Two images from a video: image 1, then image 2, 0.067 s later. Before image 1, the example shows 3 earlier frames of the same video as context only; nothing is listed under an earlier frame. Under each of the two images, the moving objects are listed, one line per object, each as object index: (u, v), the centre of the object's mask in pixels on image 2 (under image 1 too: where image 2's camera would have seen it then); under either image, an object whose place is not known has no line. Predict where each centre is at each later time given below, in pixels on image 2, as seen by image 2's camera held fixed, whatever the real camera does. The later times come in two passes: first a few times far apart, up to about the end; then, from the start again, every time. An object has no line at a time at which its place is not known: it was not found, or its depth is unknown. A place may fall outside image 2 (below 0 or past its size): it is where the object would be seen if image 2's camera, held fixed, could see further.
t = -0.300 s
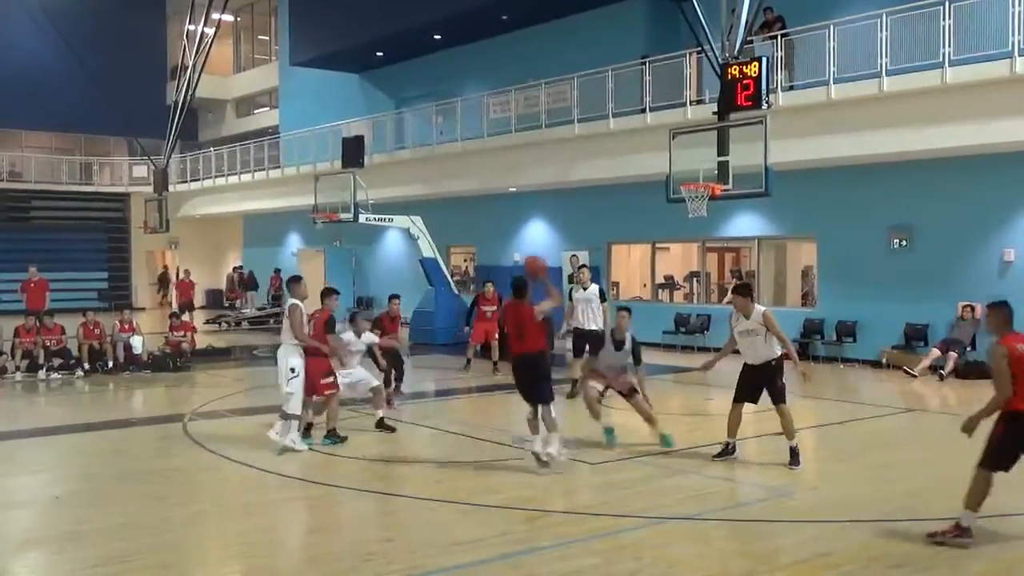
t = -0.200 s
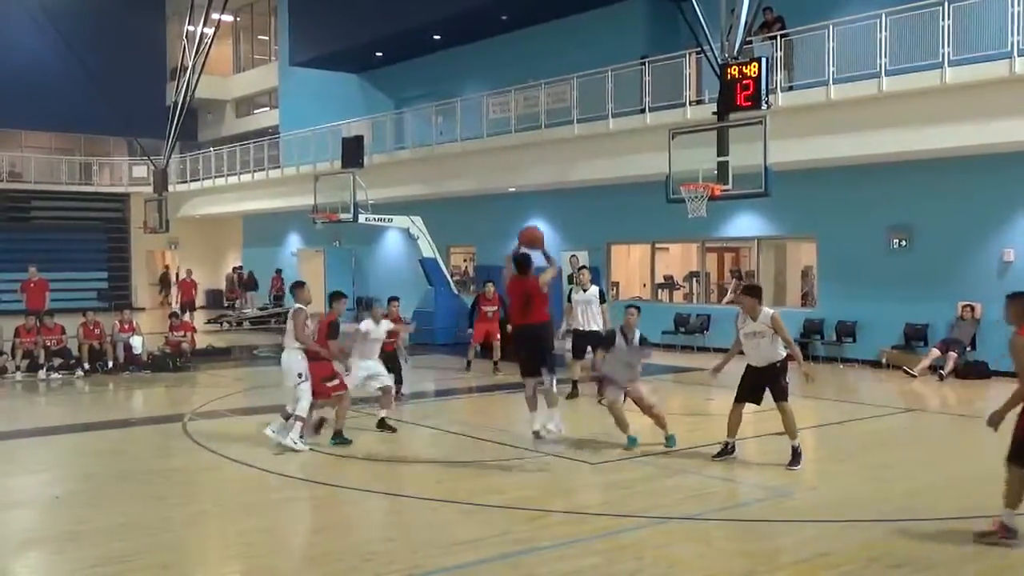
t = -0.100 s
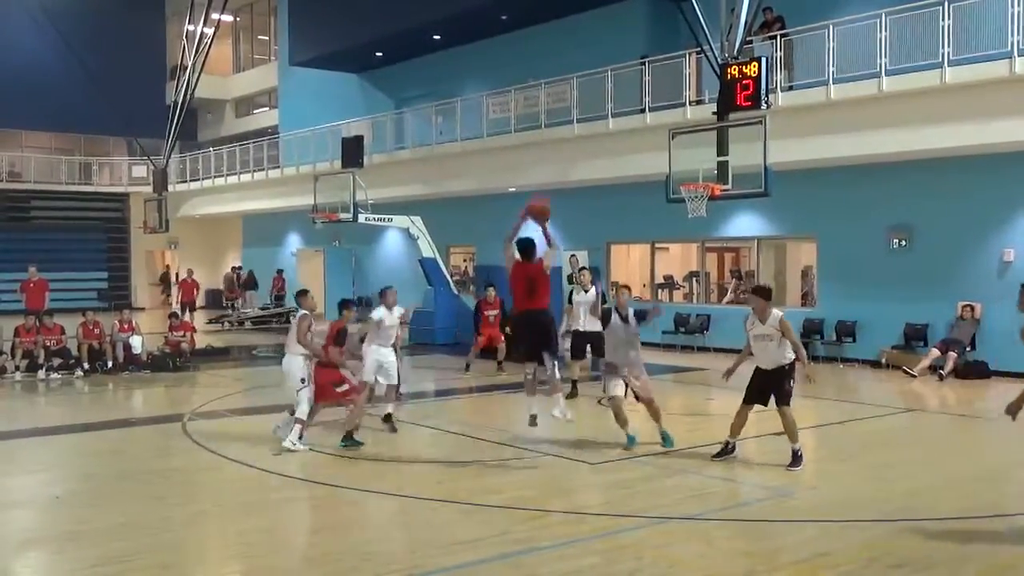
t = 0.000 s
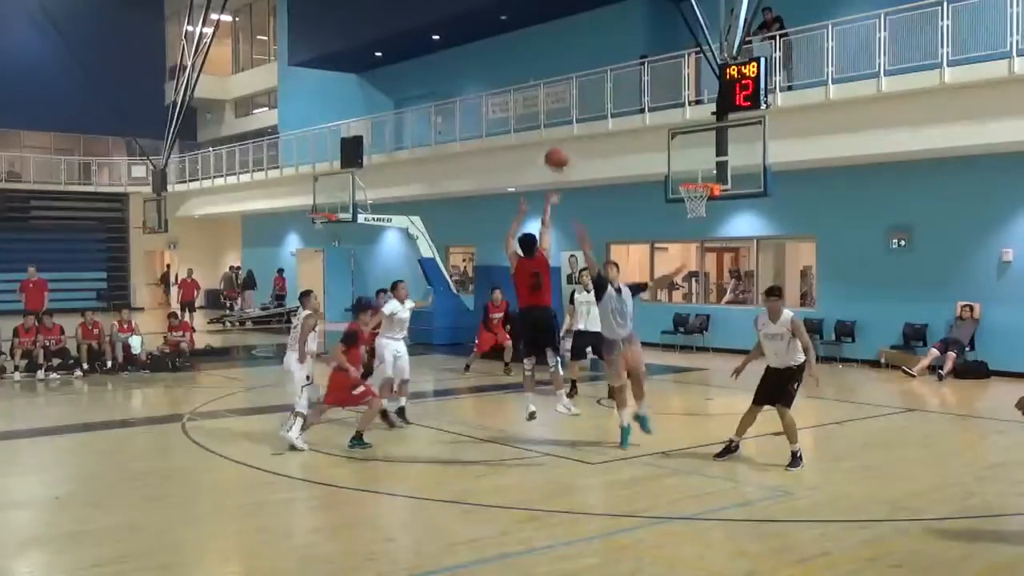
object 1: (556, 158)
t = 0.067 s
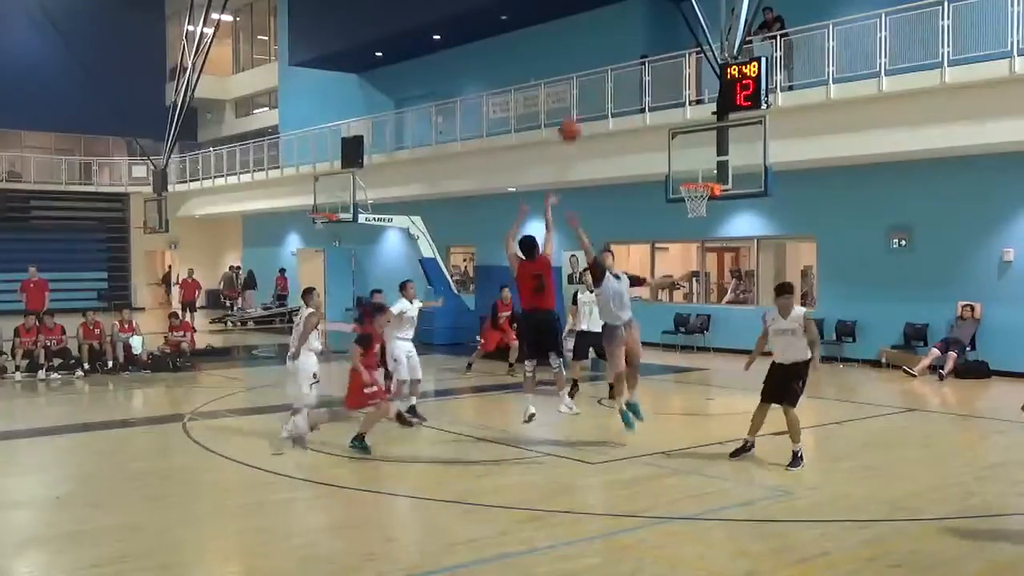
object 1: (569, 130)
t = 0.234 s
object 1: (597, 82)
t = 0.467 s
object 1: (633, 61)
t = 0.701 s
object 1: (663, 87)
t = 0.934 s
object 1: (689, 147)
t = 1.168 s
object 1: (692, 150)
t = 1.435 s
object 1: (677, 123)
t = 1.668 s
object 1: (659, 146)
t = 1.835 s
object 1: (646, 194)
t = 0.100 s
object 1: (576, 117)
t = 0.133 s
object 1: (580, 109)
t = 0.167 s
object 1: (586, 96)
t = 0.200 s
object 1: (592, 88)
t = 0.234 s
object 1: (597, 82)
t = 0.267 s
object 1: (604, 75)
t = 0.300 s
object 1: (609, 70)
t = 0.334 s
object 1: (614, 67)
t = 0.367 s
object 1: (620, 64)
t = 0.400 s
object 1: (624, 62)
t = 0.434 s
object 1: (629, 61)
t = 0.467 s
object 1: (633, 61)
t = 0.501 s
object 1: (637, 62)
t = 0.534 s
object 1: (643, 65)
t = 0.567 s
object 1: (646, 67)
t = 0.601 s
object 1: (651, 71)
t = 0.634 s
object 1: (656, 76)
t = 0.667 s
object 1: (660, 82)
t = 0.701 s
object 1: (663, 87)
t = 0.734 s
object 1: (668, 94)
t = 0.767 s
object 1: (672, 100)
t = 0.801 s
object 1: (674, 109)
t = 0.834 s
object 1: (679, 118)
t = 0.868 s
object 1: (683, 127)
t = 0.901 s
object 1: (685, 132)
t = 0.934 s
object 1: (689, 147)
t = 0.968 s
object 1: (693, 159)
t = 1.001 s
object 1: (696, 169)
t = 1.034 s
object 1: (697, 176)
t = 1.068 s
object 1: (697, 171)
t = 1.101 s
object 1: (695, 164)
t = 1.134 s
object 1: (694, 157)
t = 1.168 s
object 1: (692, 150)
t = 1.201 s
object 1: (690, 144)
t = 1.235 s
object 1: (688, 138)
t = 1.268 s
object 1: (687, 135)
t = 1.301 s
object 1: (685, 131)
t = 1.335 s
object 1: (683, 129)
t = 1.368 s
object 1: (681, 126)
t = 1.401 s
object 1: (680, 124)
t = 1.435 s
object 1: (677, 123)
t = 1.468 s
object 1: (675, 124)
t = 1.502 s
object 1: (672, 125)
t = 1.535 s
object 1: (670, 128)
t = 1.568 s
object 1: (667, 130)
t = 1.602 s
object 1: (664, 135)
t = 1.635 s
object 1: (662, 140)
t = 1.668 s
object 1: (659, 146)
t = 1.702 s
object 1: (657, 153)
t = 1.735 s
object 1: (654, 163)
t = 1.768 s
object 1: (651, 171)
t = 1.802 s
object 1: (648, 182)
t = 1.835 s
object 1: (646, 194)
